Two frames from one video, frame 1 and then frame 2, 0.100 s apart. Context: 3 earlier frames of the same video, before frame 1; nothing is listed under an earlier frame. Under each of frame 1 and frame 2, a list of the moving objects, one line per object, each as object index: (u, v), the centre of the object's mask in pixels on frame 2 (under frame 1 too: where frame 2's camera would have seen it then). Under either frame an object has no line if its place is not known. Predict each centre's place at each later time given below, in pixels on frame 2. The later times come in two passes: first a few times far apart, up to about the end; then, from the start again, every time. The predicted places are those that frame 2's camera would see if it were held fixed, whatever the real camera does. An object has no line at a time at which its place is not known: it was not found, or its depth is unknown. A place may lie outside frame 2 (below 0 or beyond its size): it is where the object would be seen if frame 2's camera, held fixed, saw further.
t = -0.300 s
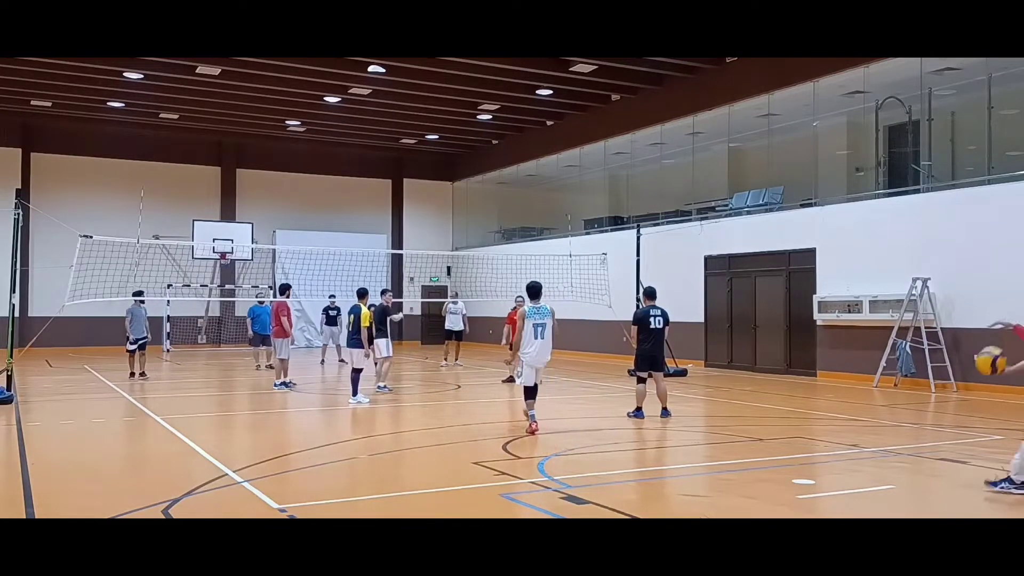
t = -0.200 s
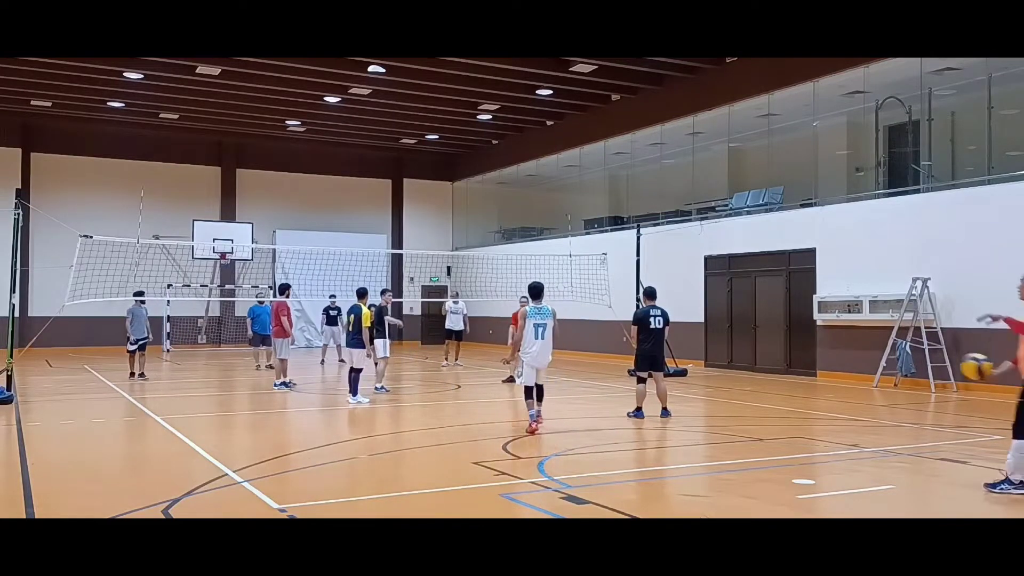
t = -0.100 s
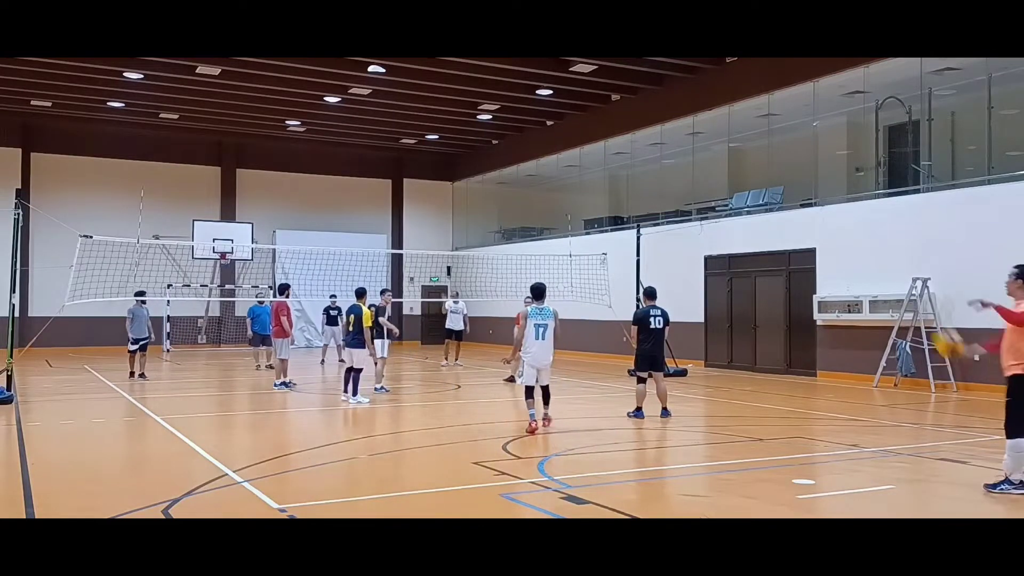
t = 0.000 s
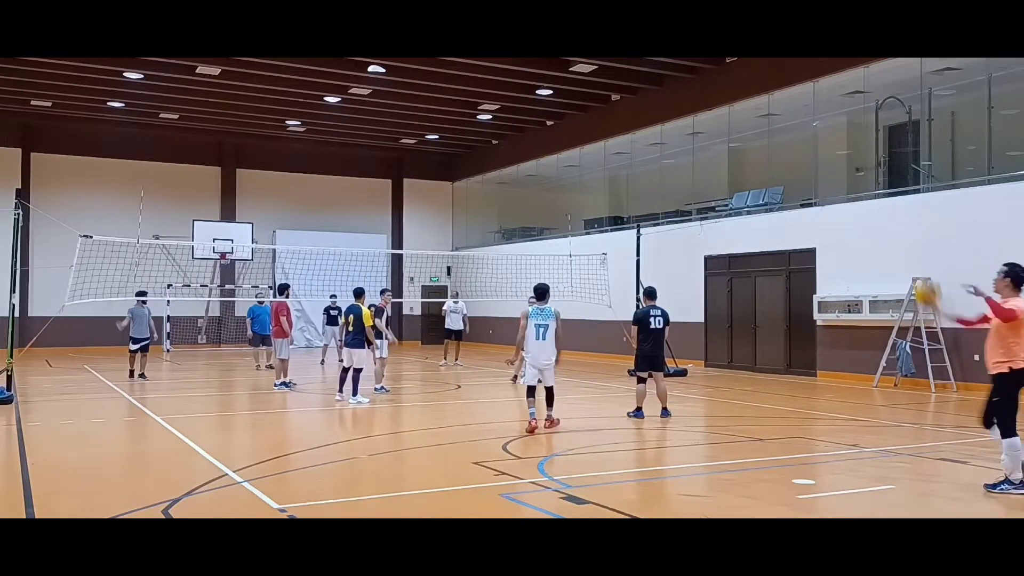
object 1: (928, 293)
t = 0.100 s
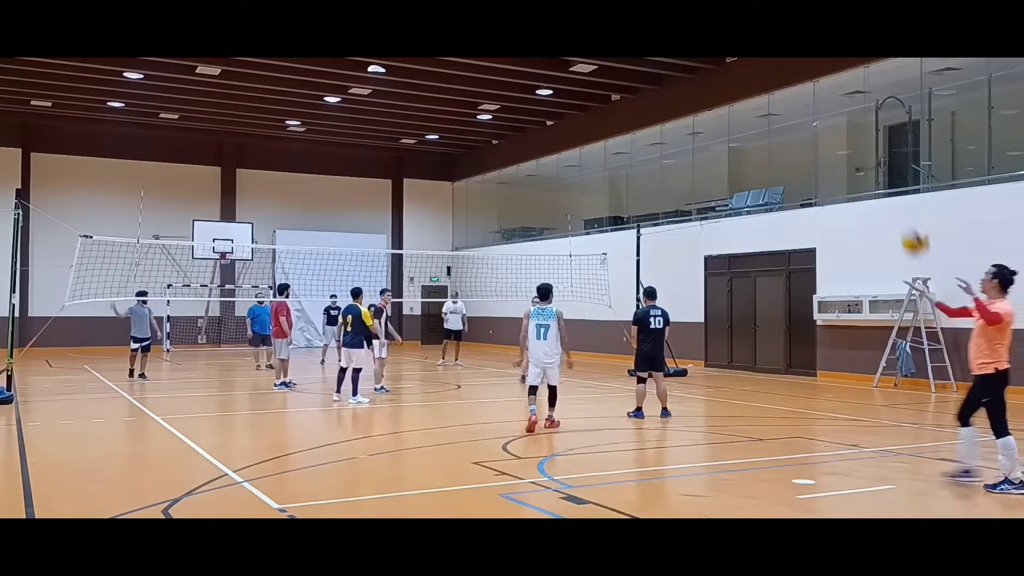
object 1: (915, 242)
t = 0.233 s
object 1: (901, 194)
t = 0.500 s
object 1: (873, 168)
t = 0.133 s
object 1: (913, 228)
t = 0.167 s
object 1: (909, 217)
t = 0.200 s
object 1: (905, 204)
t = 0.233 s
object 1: (901, 194)
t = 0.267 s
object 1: (897, 186)
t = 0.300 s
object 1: (893, 181)
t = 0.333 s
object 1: (890, 175)
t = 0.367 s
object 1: (887, 172)
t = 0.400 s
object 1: (884, 169)
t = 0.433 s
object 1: (880, 167)
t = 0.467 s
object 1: (876, 167)
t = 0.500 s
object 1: (873, 168)
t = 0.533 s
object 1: (869, 170)
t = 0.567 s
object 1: (865, 173)
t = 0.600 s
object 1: (862, 177)
